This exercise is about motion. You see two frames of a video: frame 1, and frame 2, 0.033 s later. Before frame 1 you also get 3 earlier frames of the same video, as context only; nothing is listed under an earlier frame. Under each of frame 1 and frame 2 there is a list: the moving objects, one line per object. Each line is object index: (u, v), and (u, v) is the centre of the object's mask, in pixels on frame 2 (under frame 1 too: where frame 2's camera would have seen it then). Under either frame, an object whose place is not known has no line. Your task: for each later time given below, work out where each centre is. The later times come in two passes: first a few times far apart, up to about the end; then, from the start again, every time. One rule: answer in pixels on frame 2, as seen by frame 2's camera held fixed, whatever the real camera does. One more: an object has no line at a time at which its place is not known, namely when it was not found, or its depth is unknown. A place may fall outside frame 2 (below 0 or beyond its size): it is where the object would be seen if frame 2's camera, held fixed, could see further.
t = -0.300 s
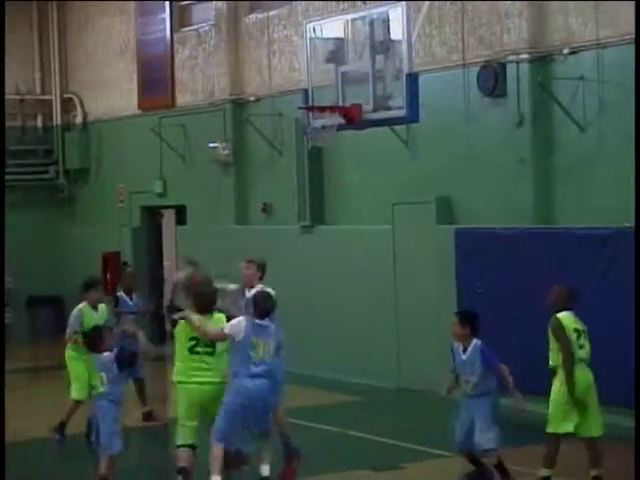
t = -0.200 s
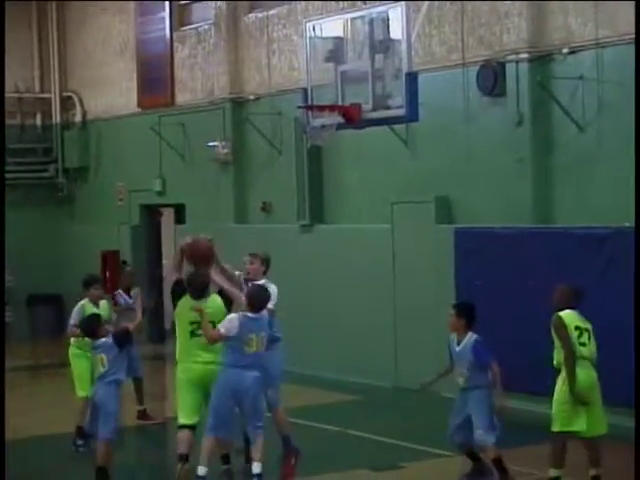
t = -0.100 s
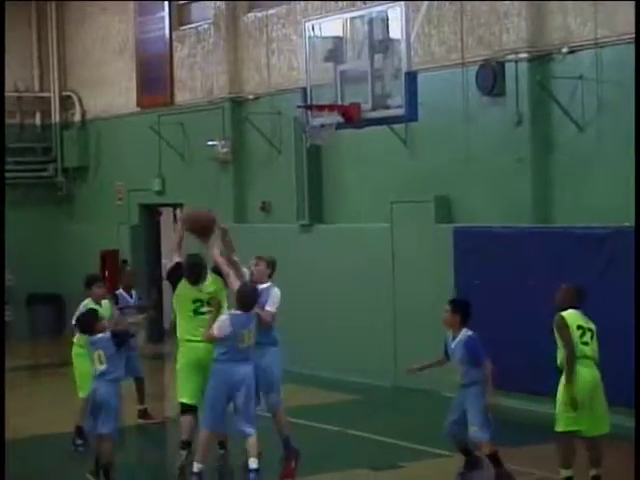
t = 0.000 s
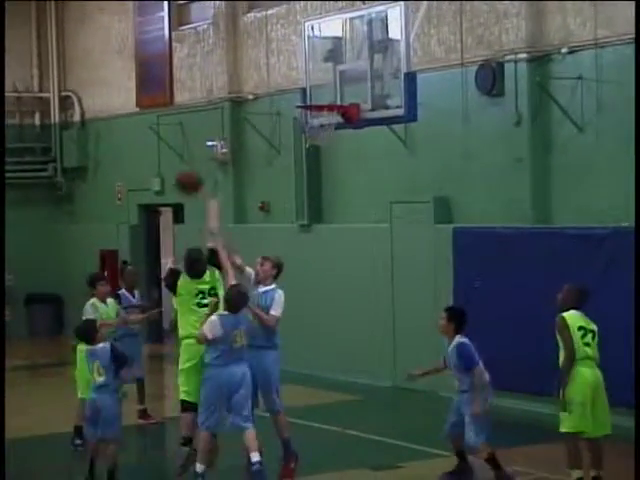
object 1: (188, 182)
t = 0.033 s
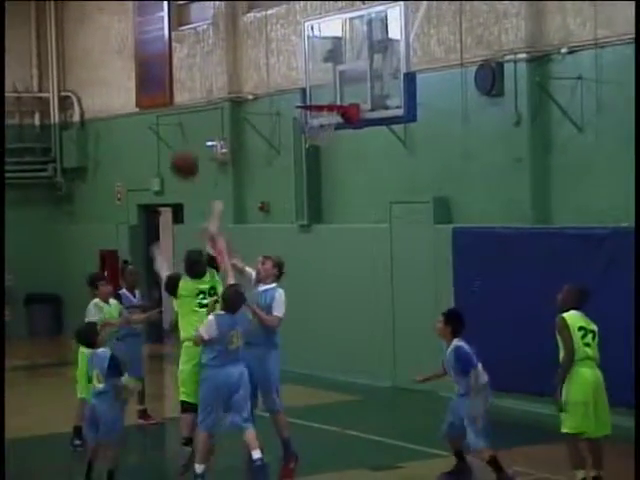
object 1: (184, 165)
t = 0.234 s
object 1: (163, 97)
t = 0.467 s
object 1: (142, 77)
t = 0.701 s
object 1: (126, 117)
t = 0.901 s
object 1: (116, 190)
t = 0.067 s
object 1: (182, 150)
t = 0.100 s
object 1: (178, 137)
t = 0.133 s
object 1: (174, 124)
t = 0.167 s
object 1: (171, 115)
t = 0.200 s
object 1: (167, 103)
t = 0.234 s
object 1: (163, 97)
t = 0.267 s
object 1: (161, 92)
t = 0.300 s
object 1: (157, 83)
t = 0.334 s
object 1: (155, 79)
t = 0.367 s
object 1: (153, 78)
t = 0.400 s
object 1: (149, 77)
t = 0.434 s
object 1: (144, 77)
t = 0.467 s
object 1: (142, 77)
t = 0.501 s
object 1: (139, 79)
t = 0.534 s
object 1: (136, 84)
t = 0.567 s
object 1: (134, 88)
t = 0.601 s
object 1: (132, 94)
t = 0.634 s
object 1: (131, 100)
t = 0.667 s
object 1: (129, 108)
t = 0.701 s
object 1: (126, 117)
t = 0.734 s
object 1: (124, 127)
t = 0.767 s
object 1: (123, 138)
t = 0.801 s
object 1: (121, 150)
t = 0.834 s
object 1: (119, 162)
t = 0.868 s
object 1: (117, 176)
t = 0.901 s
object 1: (116, 190)
